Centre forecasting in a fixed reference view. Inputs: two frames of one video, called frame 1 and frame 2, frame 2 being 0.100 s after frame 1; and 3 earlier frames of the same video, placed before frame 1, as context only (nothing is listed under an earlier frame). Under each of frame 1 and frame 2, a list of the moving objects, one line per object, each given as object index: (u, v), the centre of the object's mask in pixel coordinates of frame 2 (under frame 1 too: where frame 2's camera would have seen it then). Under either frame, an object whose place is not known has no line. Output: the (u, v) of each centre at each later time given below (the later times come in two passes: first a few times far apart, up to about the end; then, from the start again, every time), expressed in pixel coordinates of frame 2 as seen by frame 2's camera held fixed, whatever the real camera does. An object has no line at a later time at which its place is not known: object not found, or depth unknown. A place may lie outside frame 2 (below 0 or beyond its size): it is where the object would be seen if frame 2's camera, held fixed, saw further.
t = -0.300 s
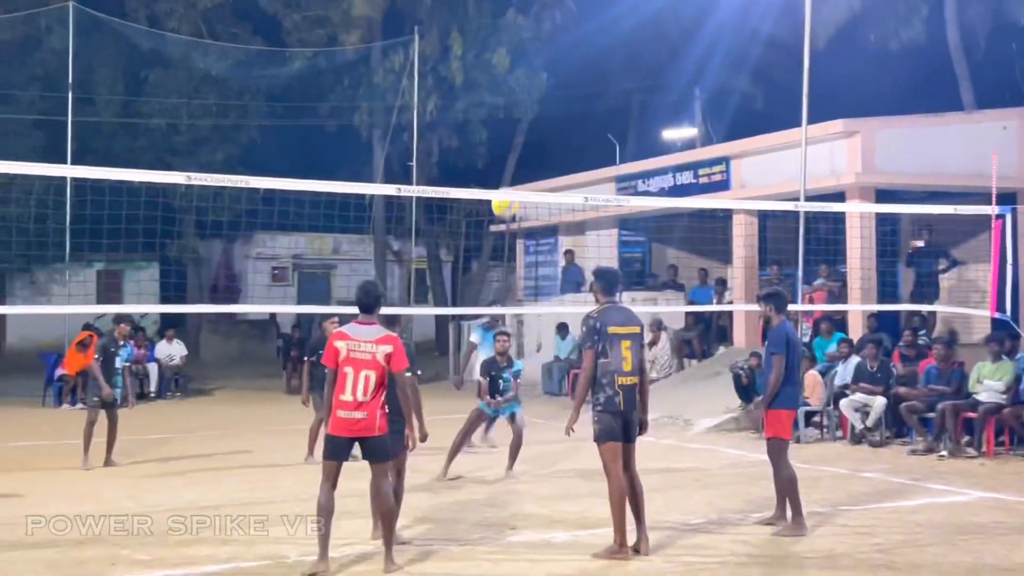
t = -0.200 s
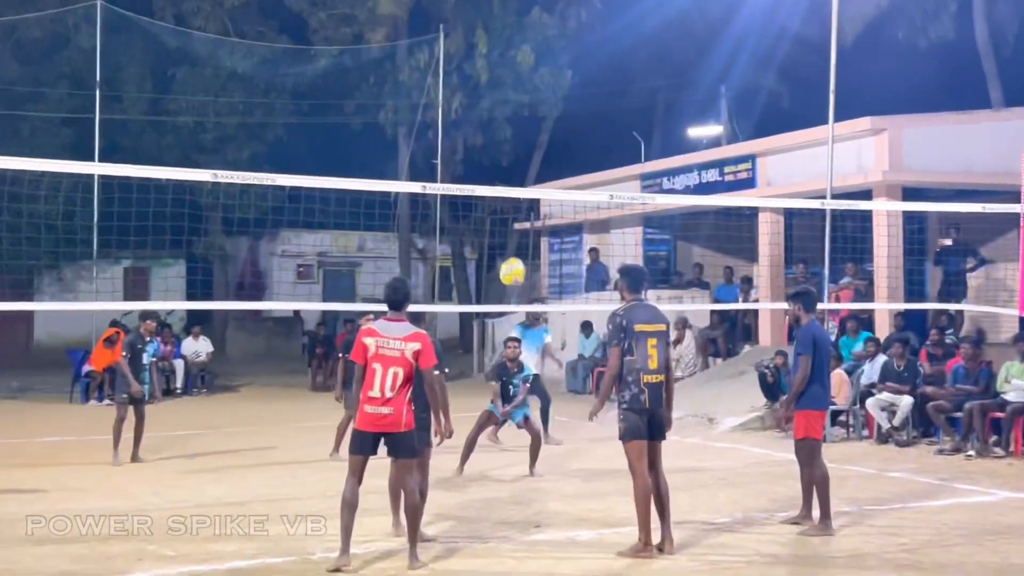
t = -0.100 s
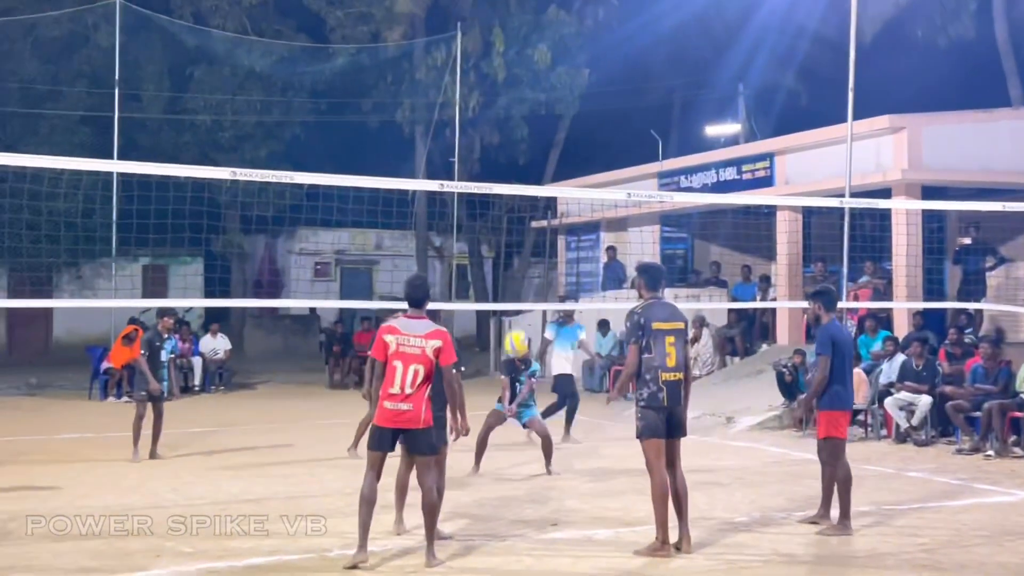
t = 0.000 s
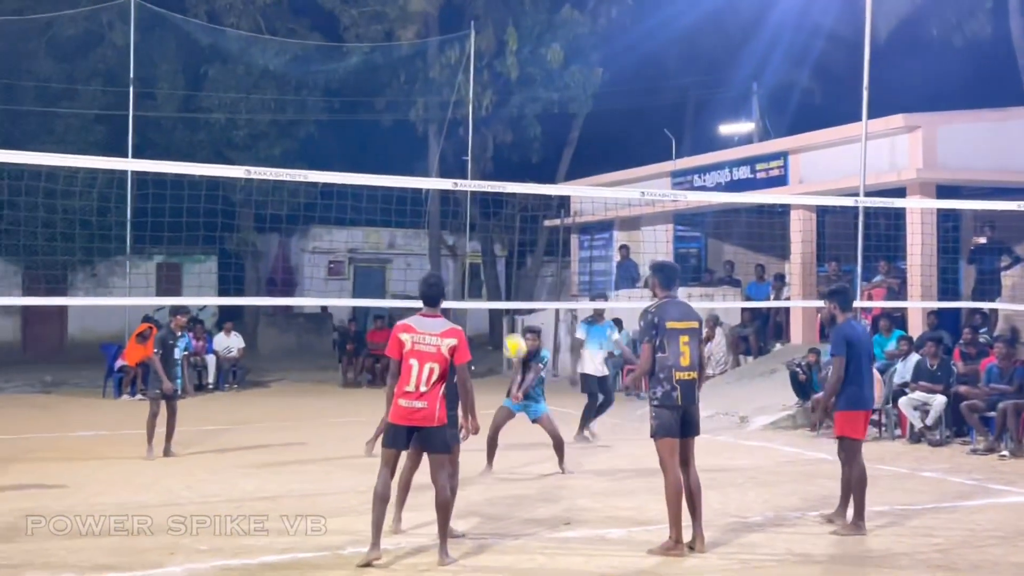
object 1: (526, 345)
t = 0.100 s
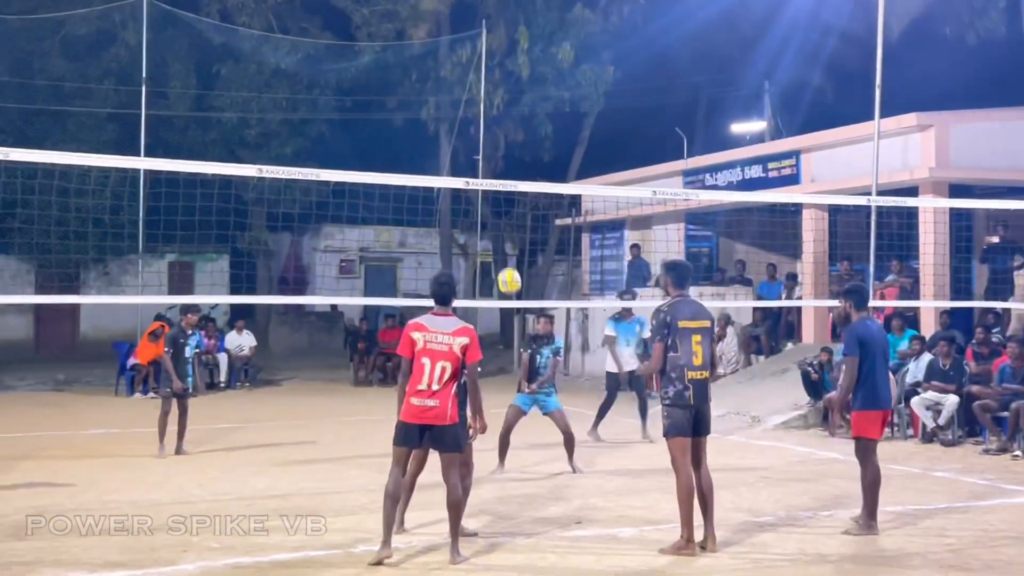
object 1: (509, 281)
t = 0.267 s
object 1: (481, 197)
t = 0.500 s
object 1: (442, 120)
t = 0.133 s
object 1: (504, 261)
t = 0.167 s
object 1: (499, 243)
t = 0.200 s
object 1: (493, 226)
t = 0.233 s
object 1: (487, 209)
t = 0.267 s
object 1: (481, 197)
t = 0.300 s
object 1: (476, 178)
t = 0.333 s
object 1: (471, 167)
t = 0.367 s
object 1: (464, 156)
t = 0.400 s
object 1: (459, 145)
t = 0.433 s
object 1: (453, 136)
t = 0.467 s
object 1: (447, 127)
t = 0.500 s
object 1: (442, 120)
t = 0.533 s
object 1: (436, 114)
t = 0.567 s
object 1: (430, 108)
